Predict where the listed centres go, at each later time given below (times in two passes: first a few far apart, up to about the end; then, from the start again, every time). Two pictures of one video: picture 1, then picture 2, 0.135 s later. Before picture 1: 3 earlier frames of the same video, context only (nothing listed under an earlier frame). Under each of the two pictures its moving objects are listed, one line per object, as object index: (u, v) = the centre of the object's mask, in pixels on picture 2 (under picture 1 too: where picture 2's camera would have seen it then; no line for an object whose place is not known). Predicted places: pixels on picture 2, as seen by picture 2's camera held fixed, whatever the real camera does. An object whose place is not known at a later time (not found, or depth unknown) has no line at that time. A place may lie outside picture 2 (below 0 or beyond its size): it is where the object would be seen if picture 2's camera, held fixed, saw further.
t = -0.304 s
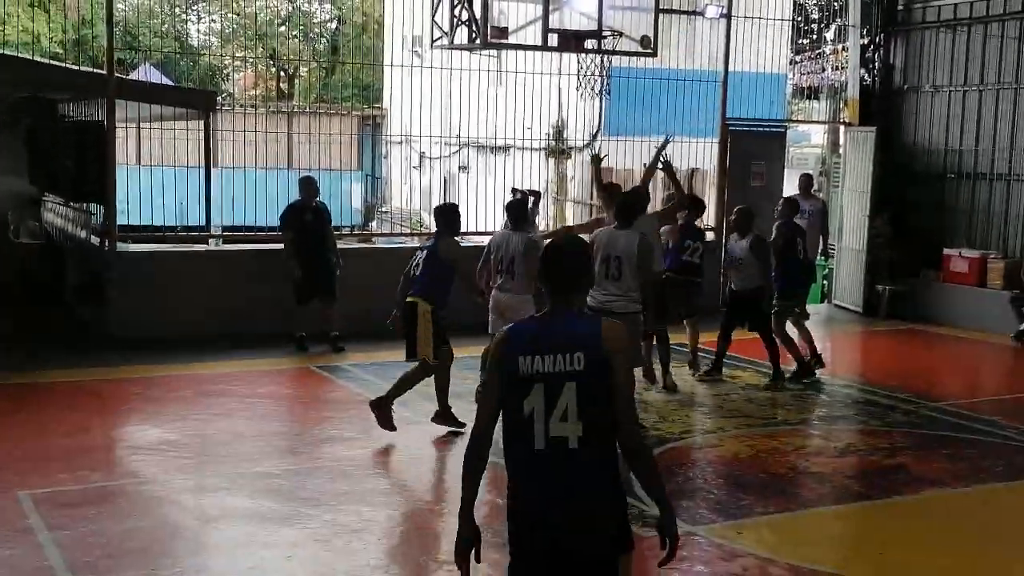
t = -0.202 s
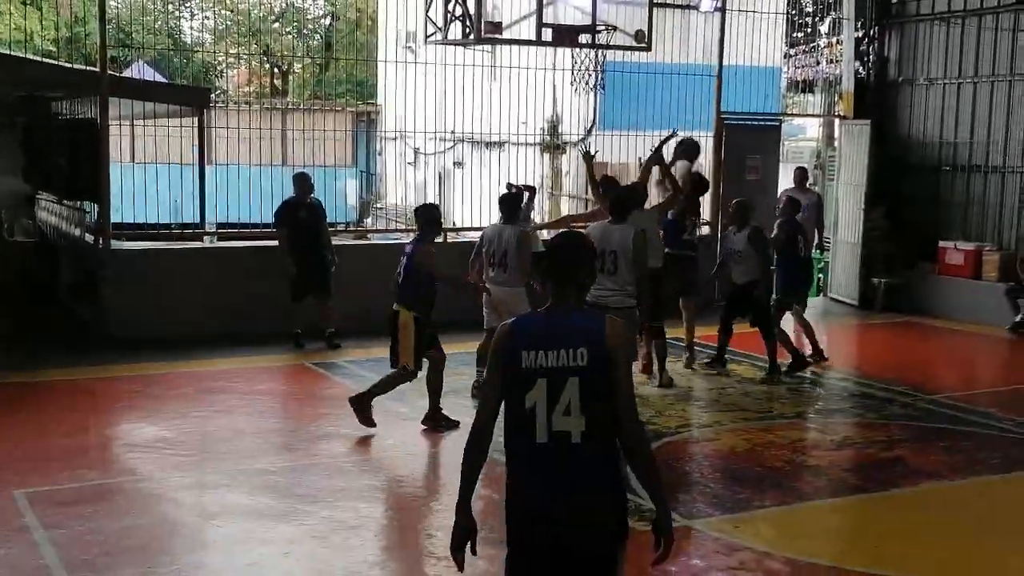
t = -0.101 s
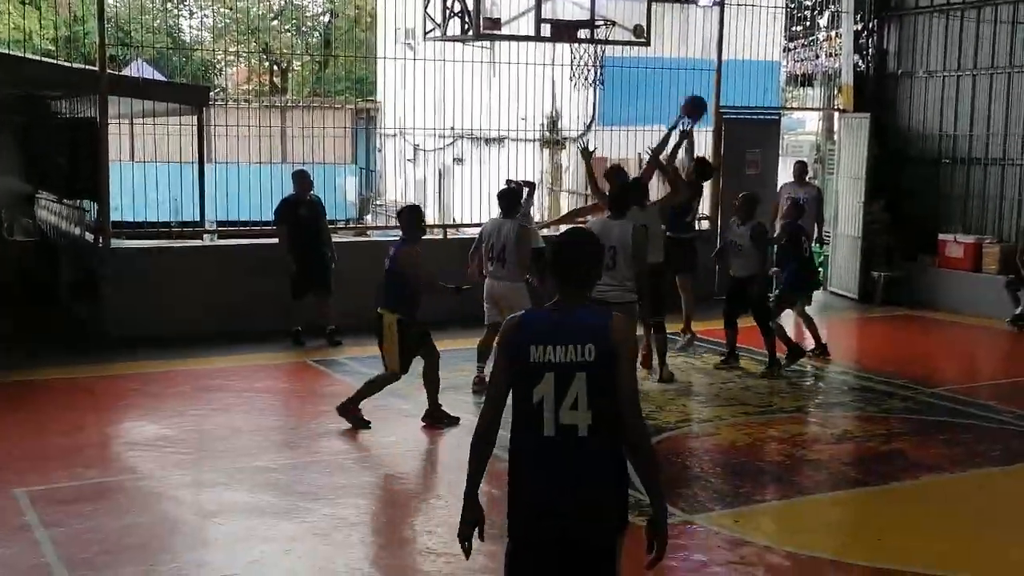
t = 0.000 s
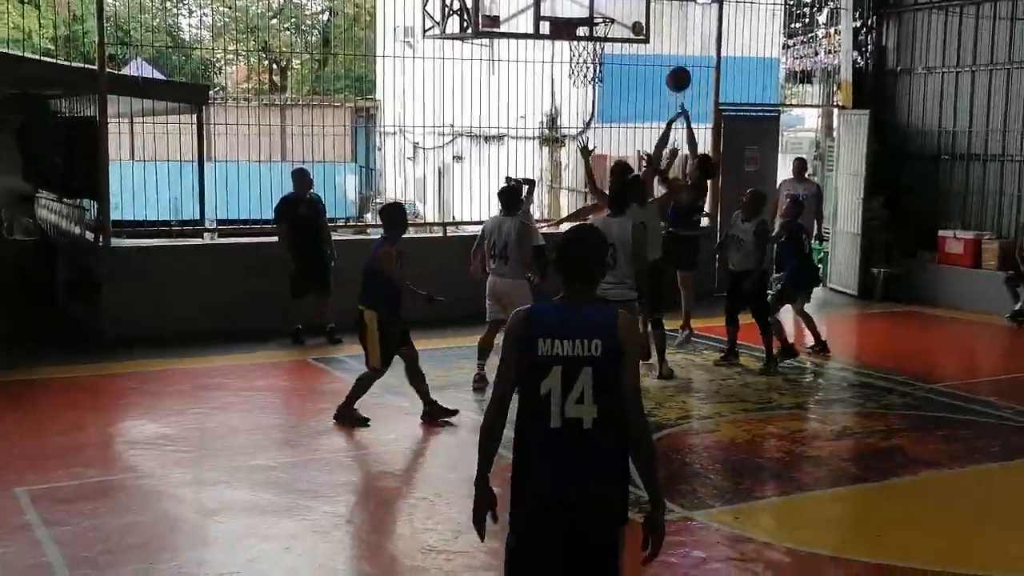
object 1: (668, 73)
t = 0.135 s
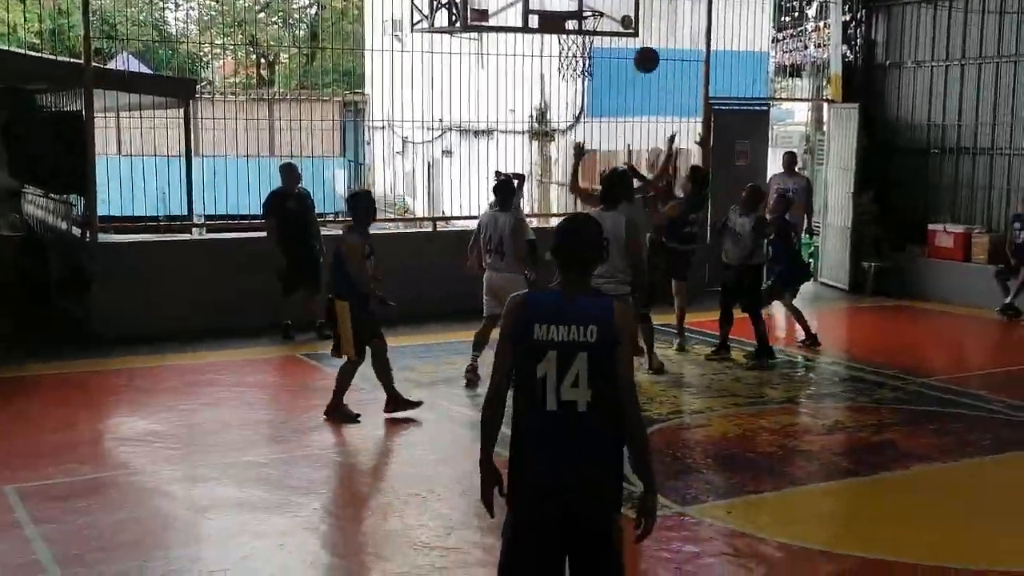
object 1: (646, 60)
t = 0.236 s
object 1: (629, 63)
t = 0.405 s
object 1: (599, 93)
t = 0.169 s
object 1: (640, 59)
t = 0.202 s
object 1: (635, 60)
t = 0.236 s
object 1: (629, 63)
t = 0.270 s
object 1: (622, 66)
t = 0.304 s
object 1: (617, 71)
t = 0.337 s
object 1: (611, 77)
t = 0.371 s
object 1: (605, 84)
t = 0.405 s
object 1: (599, 93)
